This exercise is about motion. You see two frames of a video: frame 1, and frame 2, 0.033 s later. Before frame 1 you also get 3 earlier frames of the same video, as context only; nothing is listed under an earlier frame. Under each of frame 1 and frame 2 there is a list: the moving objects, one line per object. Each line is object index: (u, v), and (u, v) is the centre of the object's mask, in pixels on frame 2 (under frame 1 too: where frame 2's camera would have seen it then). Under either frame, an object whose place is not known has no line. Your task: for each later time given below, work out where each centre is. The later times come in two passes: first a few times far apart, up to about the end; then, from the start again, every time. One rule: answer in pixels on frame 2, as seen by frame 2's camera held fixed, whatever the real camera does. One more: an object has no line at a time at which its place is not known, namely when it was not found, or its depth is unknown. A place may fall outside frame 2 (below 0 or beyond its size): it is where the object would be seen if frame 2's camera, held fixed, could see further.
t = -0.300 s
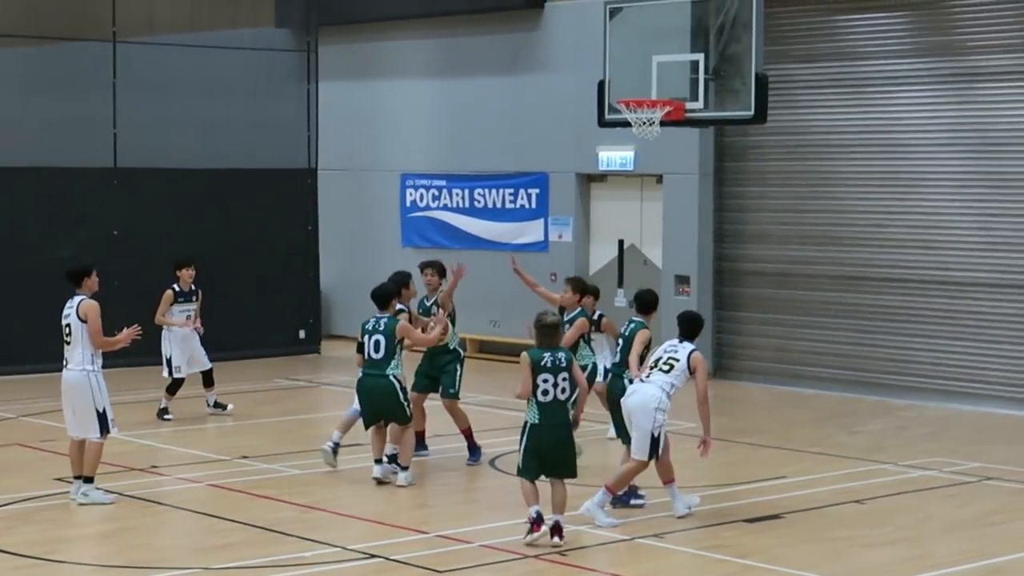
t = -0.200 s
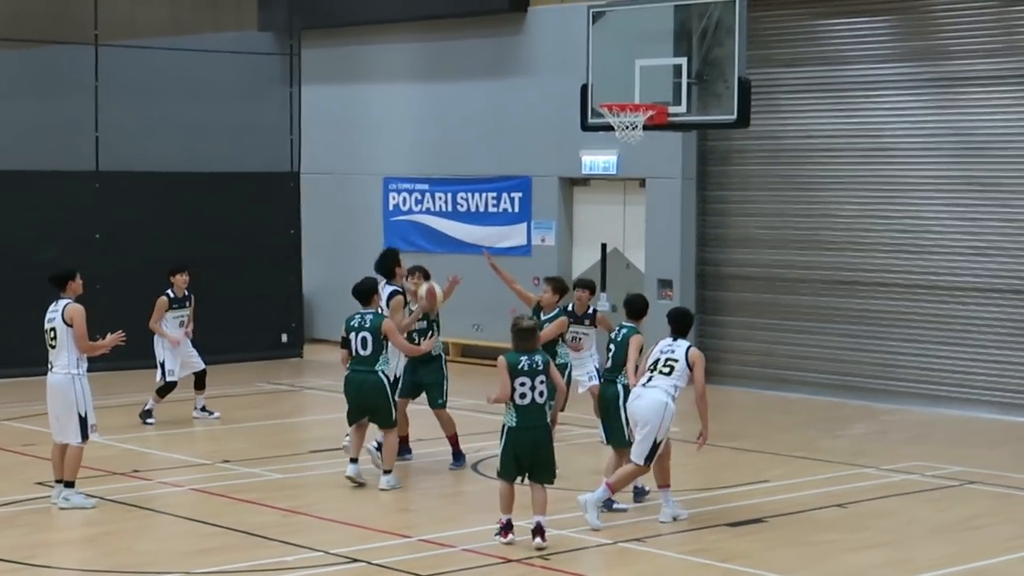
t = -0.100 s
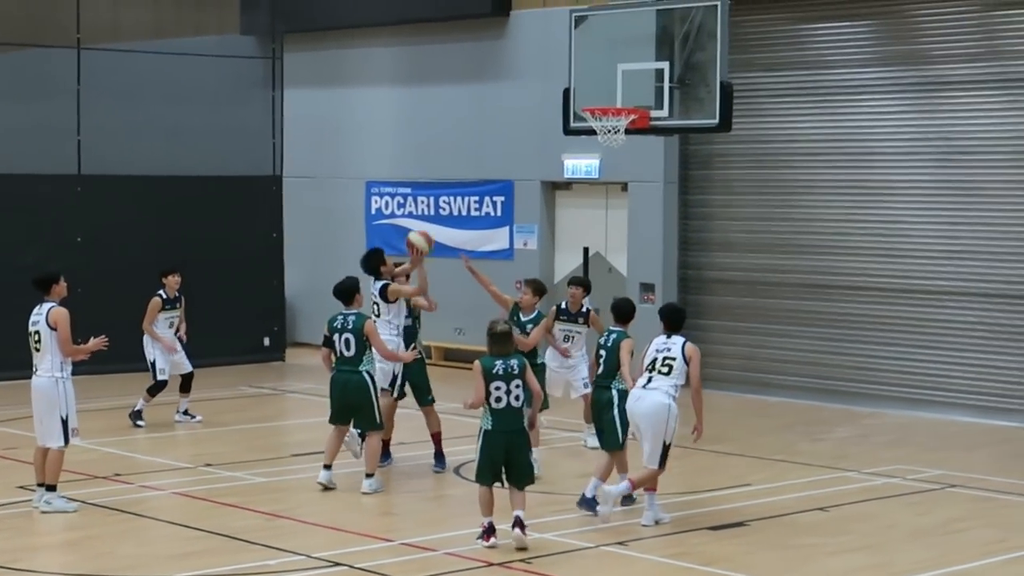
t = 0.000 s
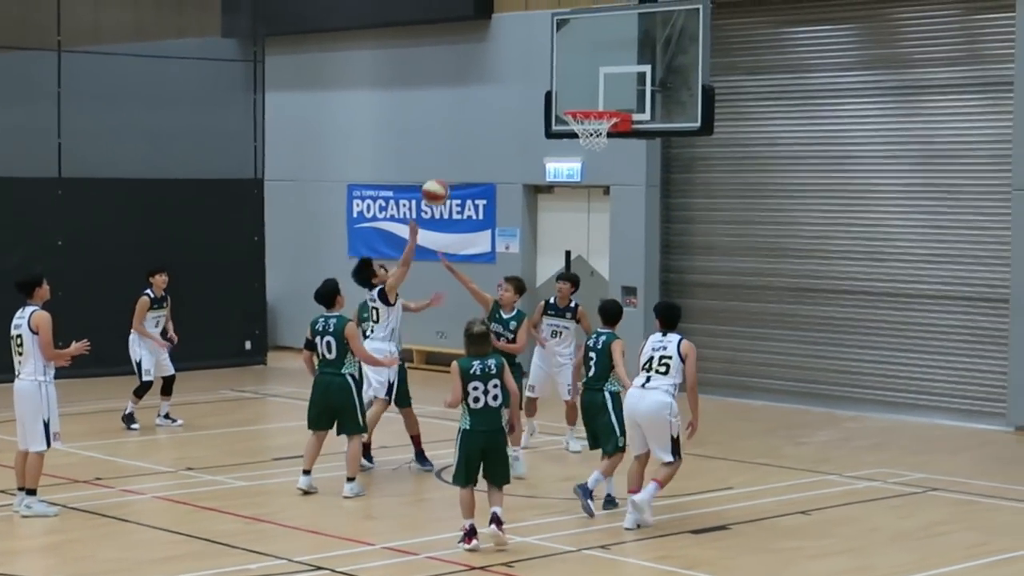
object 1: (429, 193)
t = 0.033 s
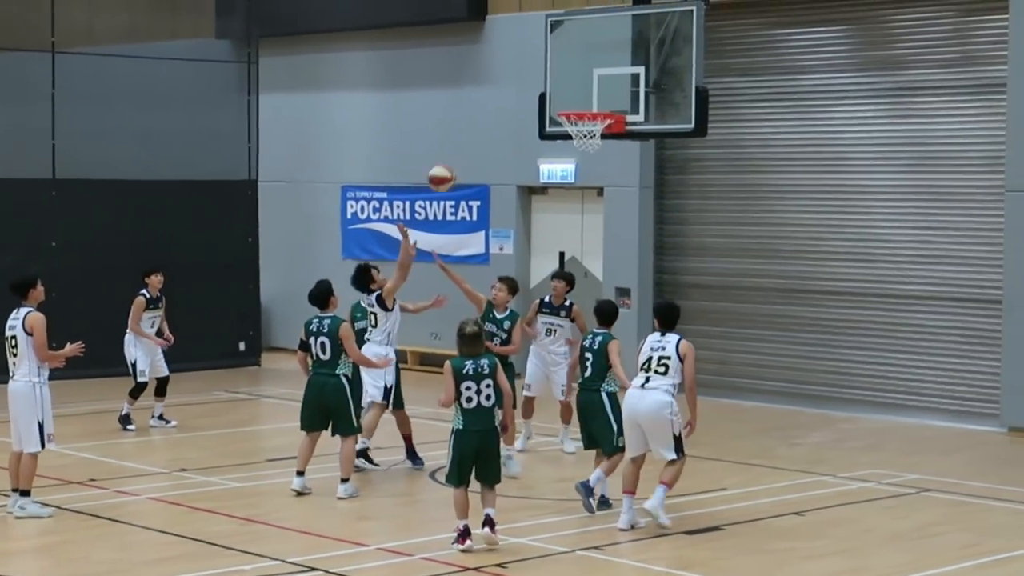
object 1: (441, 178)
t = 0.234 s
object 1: (514, 114)
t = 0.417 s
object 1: (577, 97)
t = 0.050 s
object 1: (447, 171)
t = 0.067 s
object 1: (453, 164)
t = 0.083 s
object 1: (460, 157)
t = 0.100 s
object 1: (466, 151)
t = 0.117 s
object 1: (472, 145)
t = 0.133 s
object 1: (478, 139)
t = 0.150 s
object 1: (484, 134)
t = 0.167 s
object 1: (490, 130)
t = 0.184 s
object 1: (496, 125)
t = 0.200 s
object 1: (502, 121)
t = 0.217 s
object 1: (508, 117)
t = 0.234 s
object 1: (514, 114)
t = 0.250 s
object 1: (520, 111)
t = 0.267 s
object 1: (526, 108)
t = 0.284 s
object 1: (531, 105)
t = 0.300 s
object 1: (537, 103)
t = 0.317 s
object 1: (543, 102)
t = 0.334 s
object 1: (548, 100)
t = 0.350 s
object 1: (554, 99)
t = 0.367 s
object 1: (560, 97)
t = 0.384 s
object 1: (566, 97)
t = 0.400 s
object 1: (571, 97)
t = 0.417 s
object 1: (577, 97)
